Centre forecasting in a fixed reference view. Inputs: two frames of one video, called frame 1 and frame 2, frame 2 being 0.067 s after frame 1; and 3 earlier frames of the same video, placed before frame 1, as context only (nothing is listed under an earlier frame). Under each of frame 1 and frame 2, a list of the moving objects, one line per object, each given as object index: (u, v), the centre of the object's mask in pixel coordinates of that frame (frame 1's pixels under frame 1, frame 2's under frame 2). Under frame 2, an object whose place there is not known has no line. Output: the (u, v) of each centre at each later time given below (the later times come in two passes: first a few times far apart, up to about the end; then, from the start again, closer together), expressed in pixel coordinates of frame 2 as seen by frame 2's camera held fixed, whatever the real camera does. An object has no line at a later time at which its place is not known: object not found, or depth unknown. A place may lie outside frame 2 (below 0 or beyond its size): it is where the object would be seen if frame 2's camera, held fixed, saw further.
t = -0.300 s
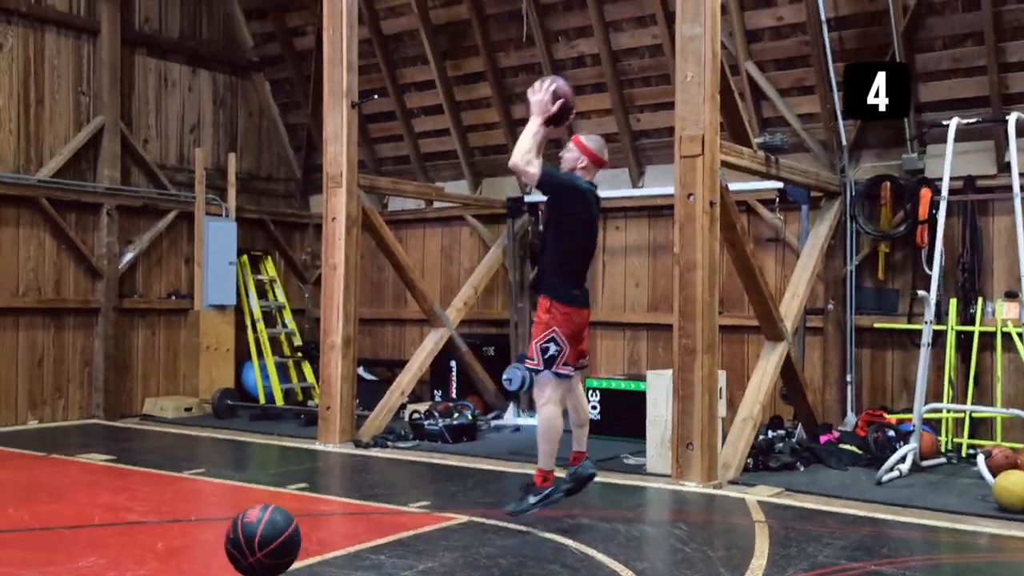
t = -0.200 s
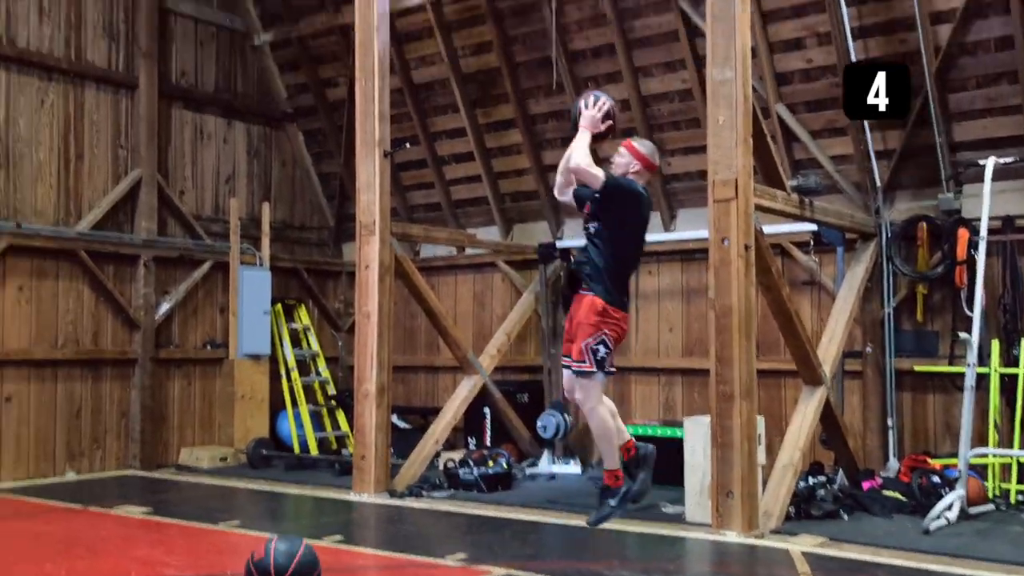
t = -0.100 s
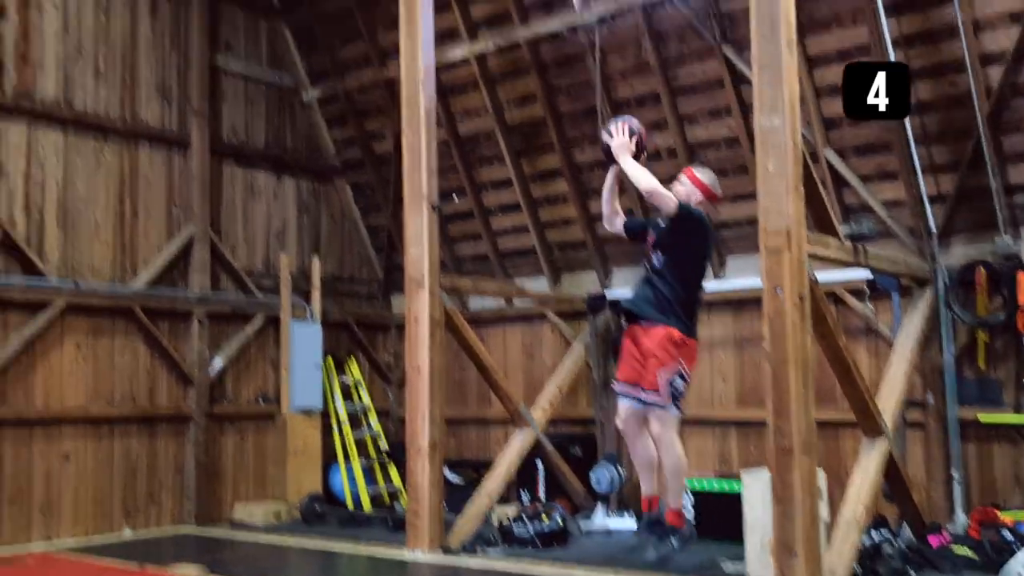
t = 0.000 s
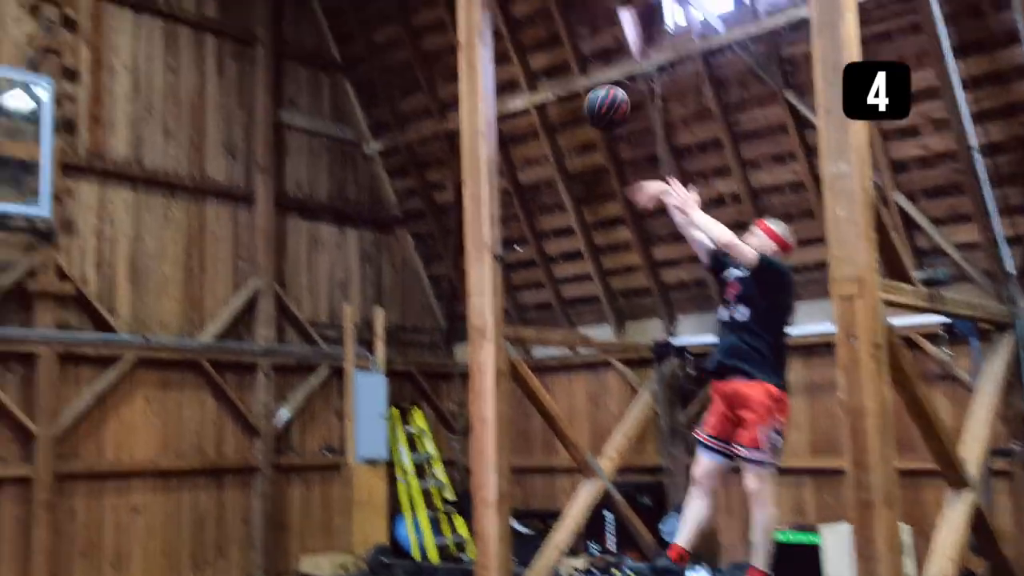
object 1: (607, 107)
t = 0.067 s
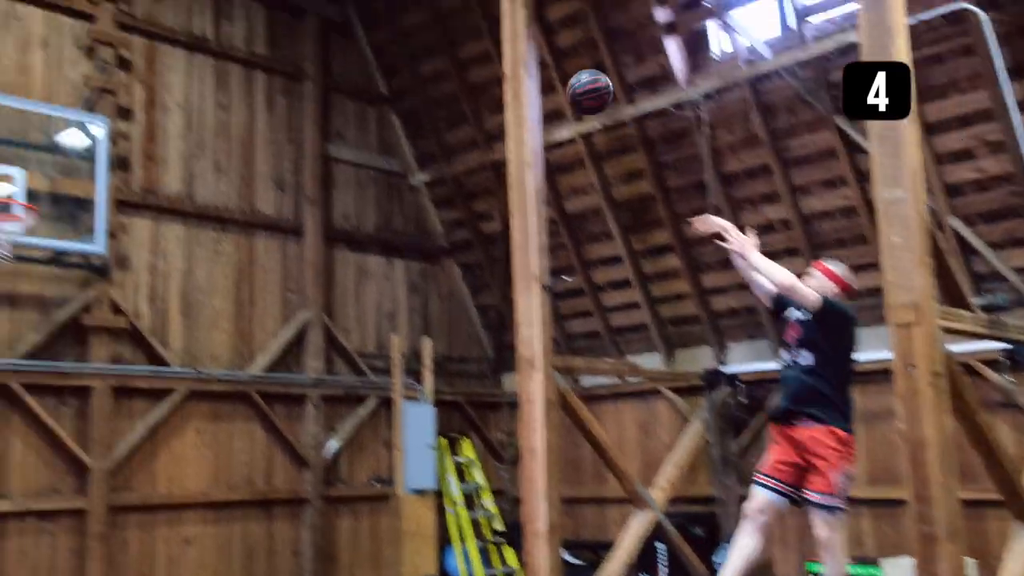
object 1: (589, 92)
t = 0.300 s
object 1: (396, 8)
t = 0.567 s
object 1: (211, 25)
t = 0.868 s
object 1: (30, 161)
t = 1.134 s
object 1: (6, 293)
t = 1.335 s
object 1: (31, 423)
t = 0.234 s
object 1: (448, 22)
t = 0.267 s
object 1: (422, 15)
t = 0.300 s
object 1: (396, 8)
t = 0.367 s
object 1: (347, 3)
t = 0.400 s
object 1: (323, 2)
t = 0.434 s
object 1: (299, 4)
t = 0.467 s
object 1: (277, 6)
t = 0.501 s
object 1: (254, 12)
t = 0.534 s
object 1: (233, 18)
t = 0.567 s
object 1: (211, 25)
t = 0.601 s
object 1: (190, 35)
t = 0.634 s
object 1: (169, 46)
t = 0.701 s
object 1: (128, 71)
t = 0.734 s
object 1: (107, 87)
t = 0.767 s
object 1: (88, 103)
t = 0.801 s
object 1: (68, 122)
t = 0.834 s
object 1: (49, 141)
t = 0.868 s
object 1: (30, 161)
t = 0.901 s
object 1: (12, 183)
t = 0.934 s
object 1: (-8, 209)
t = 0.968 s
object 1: (-14, 219)
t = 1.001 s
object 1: (-9, 240)
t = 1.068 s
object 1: (-2, 266)
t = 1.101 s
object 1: (2, 278)
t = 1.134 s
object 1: (6, 293)
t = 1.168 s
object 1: (11, 309)
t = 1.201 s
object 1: (14, 327)
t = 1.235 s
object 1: (19, 348)
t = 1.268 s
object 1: (23, 371)
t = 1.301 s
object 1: (27, 395)
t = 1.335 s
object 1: (31, 423)
